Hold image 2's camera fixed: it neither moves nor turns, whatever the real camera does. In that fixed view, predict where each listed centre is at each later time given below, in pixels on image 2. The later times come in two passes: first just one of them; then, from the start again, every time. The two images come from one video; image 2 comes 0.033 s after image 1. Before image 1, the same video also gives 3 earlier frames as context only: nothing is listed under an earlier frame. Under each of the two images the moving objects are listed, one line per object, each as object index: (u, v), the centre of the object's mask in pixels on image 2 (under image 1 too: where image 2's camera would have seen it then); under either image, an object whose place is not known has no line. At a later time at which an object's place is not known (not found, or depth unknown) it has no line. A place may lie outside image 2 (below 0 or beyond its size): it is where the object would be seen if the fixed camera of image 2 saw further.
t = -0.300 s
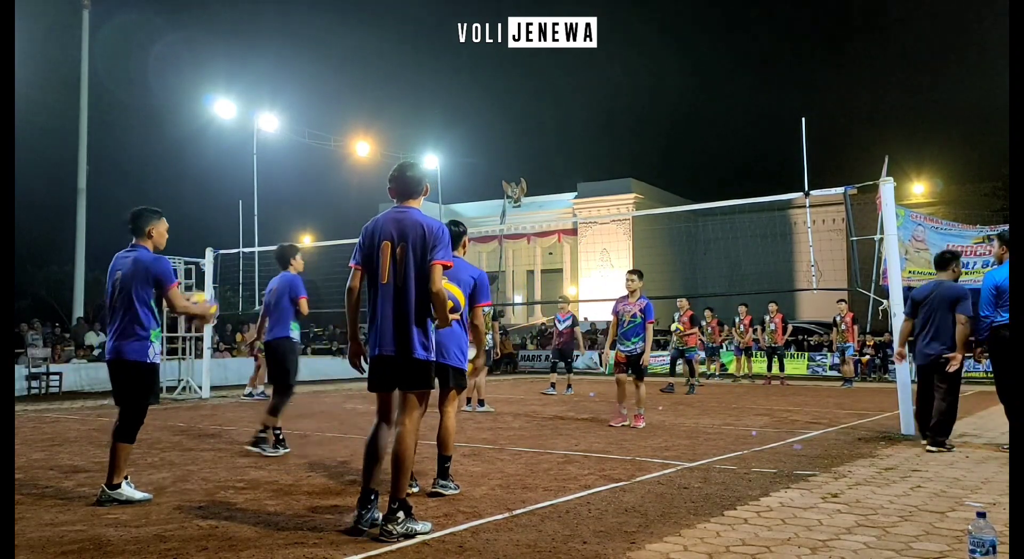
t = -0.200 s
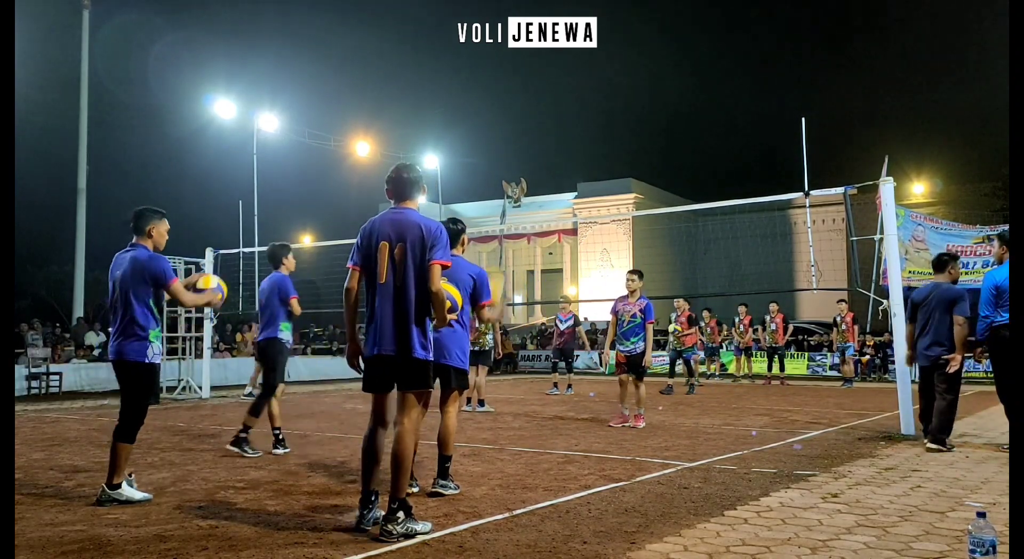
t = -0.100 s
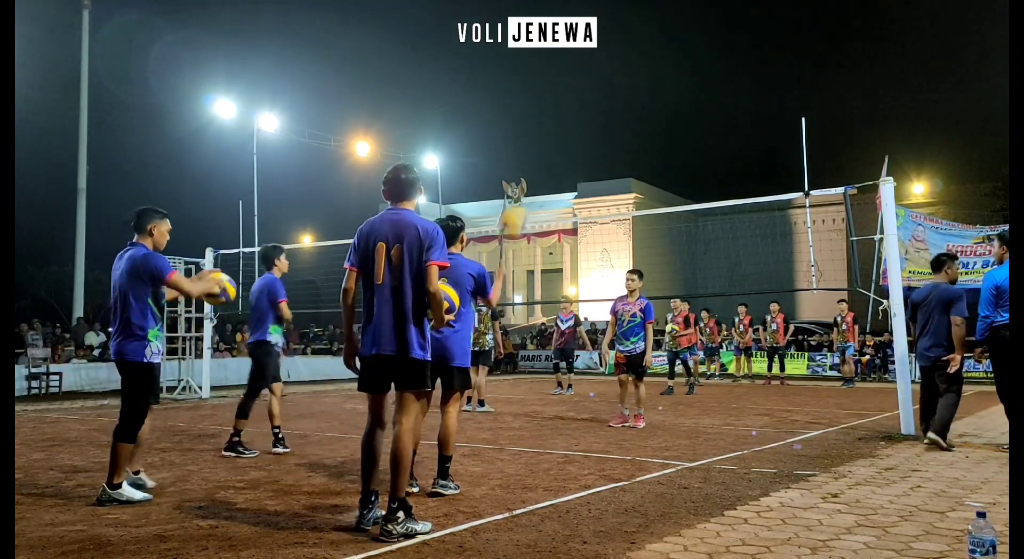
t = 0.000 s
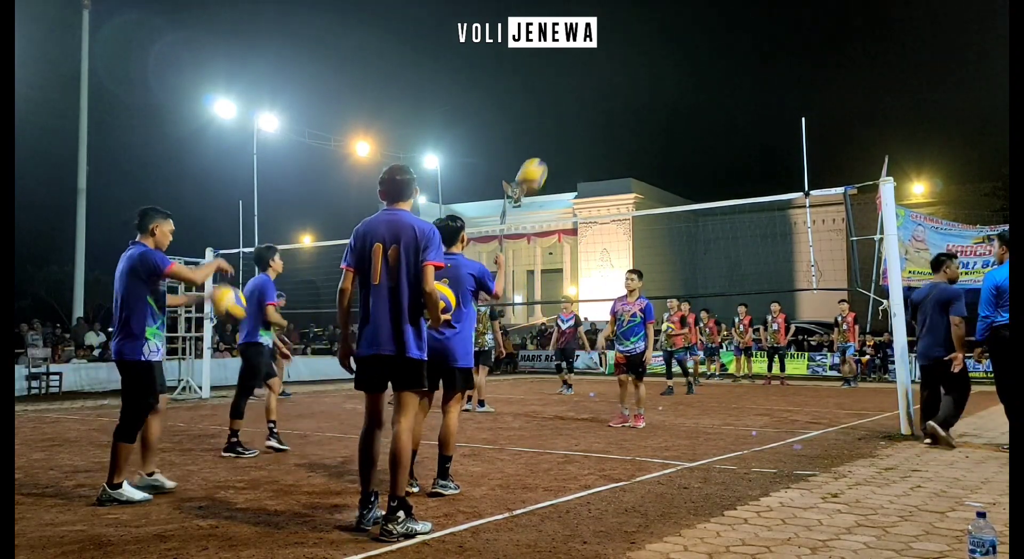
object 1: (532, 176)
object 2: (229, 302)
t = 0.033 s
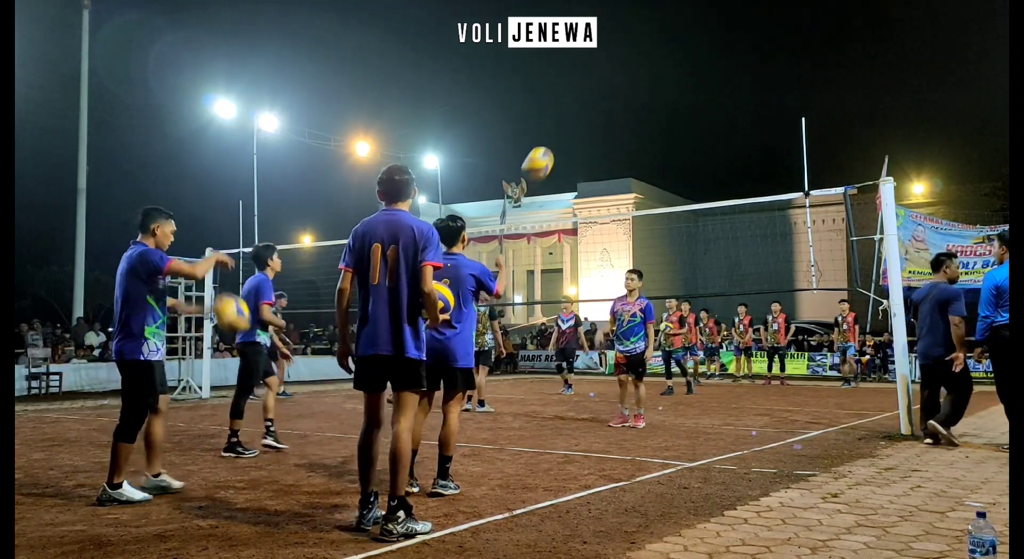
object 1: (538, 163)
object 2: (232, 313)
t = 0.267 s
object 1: (575, 128)
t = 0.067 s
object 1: (544, 154)
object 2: (235, 328)
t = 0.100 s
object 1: (549, 146)
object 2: (242, 350)
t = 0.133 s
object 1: (555, 139)
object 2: (247, 373)
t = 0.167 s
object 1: (560, 134)
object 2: (249, 398)
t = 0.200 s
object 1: (565, 131)
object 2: (254, 423)
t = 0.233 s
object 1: (570, 129)
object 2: (255, 453)
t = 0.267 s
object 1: (575, 128)
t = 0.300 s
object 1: (580, 128)
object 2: (259, 443)
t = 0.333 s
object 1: (584, 130)
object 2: (259, 423)
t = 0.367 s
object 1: (588, 132)
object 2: (259, 404)
